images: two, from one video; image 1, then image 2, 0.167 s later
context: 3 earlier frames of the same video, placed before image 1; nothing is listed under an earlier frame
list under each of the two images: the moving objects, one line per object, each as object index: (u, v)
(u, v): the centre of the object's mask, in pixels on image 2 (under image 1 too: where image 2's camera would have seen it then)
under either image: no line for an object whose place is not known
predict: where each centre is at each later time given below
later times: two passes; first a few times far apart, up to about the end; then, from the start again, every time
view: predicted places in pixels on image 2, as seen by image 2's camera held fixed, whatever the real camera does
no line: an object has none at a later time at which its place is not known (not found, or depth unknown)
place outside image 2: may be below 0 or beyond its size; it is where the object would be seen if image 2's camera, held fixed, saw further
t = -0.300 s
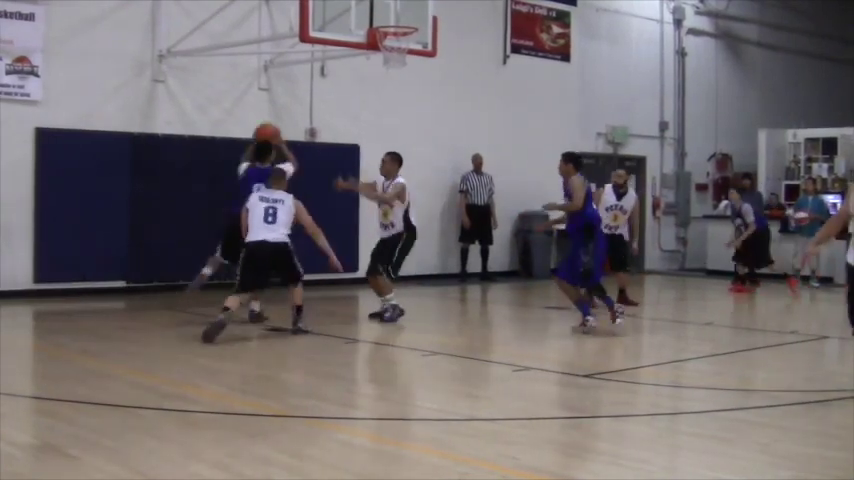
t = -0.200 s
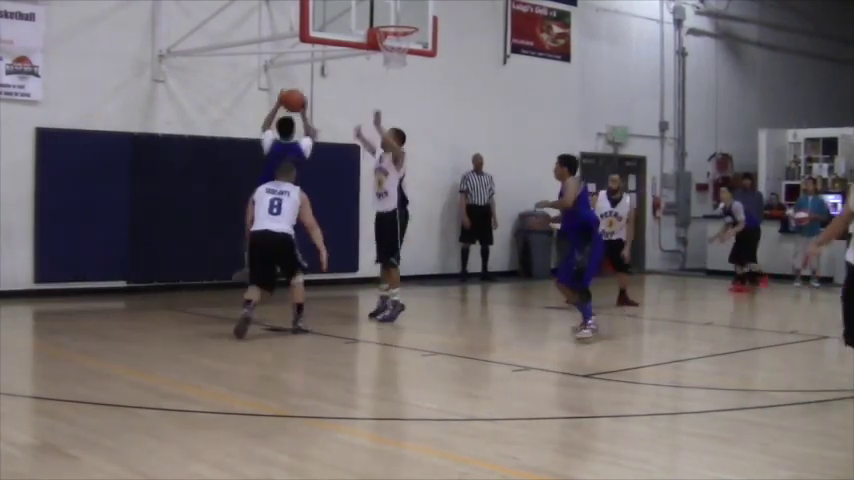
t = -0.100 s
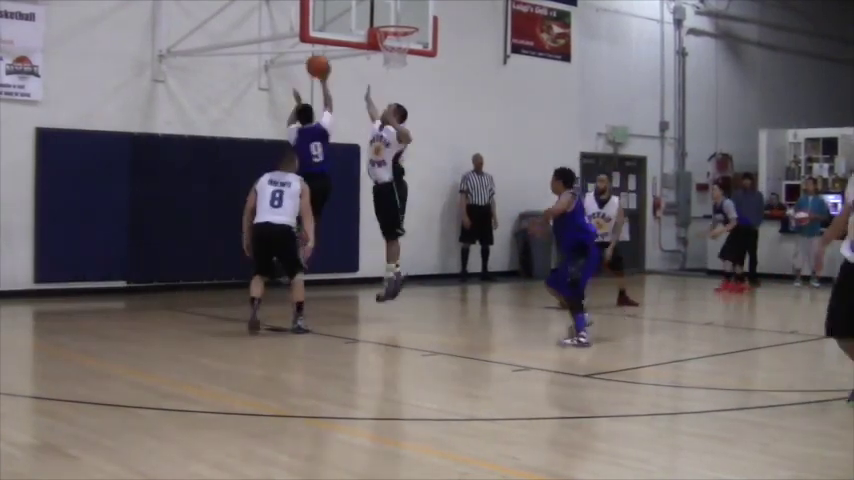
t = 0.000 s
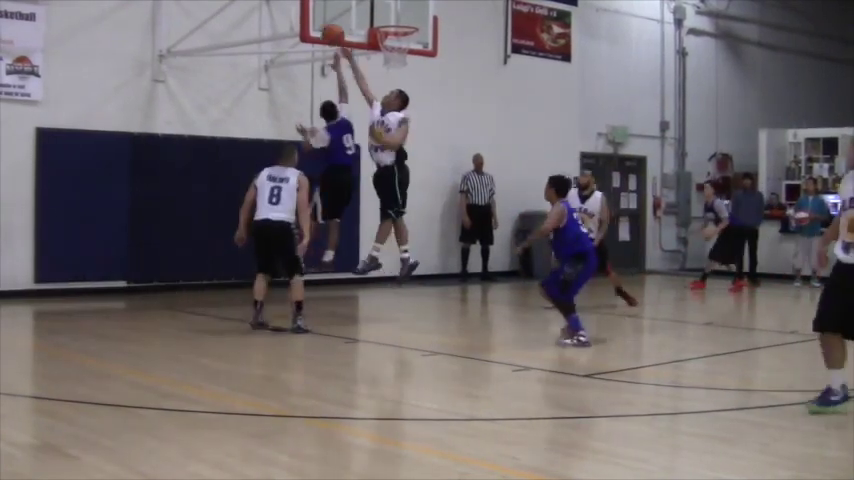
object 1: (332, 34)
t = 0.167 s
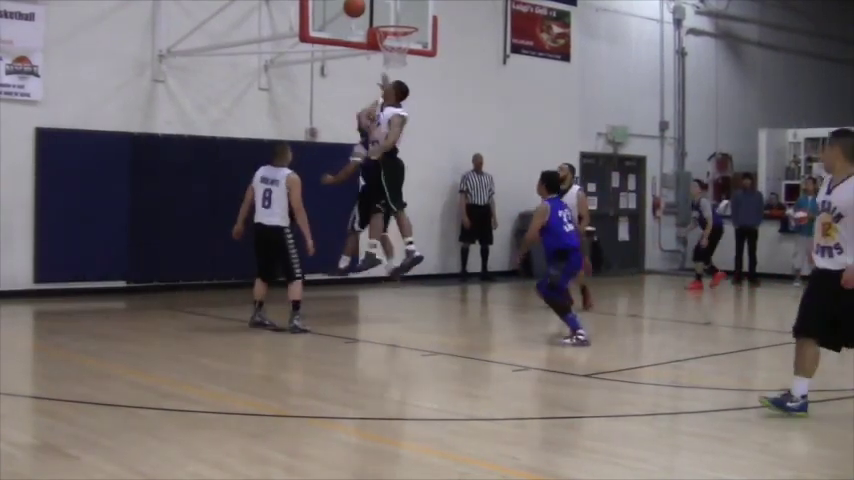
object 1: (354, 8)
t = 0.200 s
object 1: (358, 7)
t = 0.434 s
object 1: (394, 16)
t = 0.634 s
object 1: (403, 18)
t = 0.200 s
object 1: (358, 7)
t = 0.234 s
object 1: (362, 6)
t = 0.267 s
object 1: (367, 6)
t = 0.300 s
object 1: (372, 6)
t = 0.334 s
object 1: (378, 7)
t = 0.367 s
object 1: (382, 8)
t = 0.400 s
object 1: (389, 11)
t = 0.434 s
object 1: (394, 16)
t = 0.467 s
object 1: (399, 23)
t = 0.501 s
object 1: (403, 24)
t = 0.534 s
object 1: (404, 23)
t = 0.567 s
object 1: (406, 22)
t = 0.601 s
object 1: (406, 22)
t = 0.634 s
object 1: (403, 18)
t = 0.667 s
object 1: (399, 16)
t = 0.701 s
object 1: (396, 16)
